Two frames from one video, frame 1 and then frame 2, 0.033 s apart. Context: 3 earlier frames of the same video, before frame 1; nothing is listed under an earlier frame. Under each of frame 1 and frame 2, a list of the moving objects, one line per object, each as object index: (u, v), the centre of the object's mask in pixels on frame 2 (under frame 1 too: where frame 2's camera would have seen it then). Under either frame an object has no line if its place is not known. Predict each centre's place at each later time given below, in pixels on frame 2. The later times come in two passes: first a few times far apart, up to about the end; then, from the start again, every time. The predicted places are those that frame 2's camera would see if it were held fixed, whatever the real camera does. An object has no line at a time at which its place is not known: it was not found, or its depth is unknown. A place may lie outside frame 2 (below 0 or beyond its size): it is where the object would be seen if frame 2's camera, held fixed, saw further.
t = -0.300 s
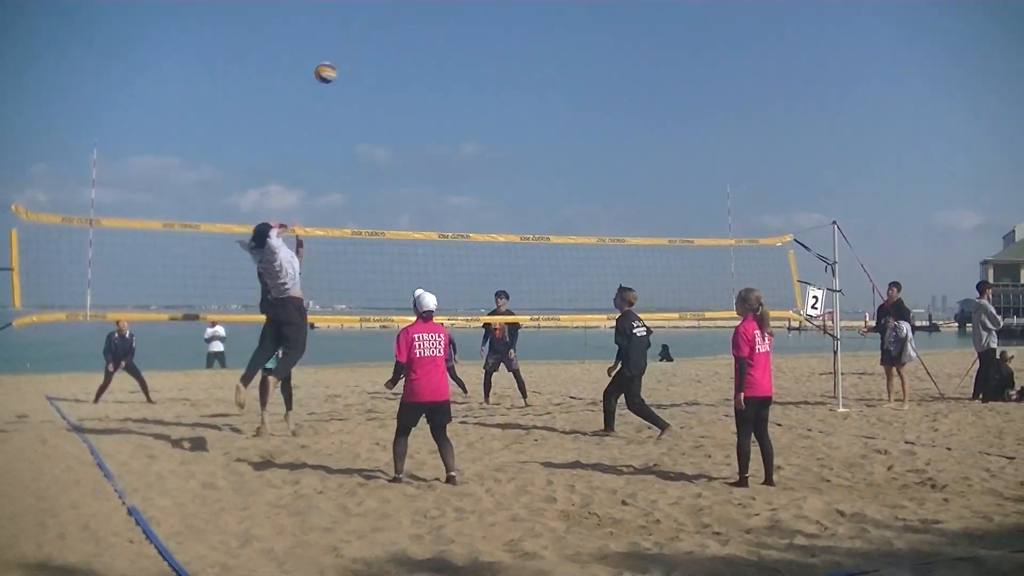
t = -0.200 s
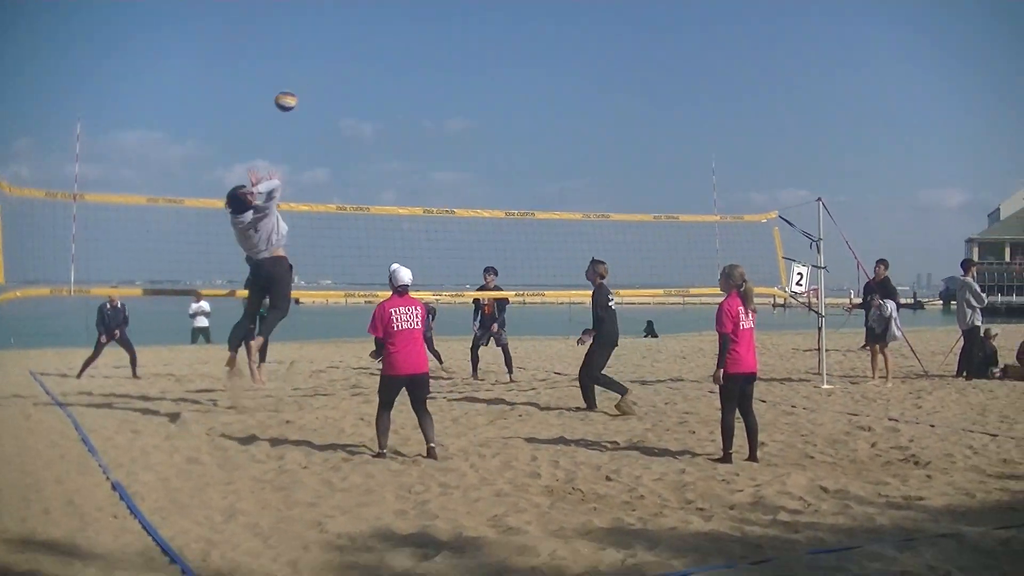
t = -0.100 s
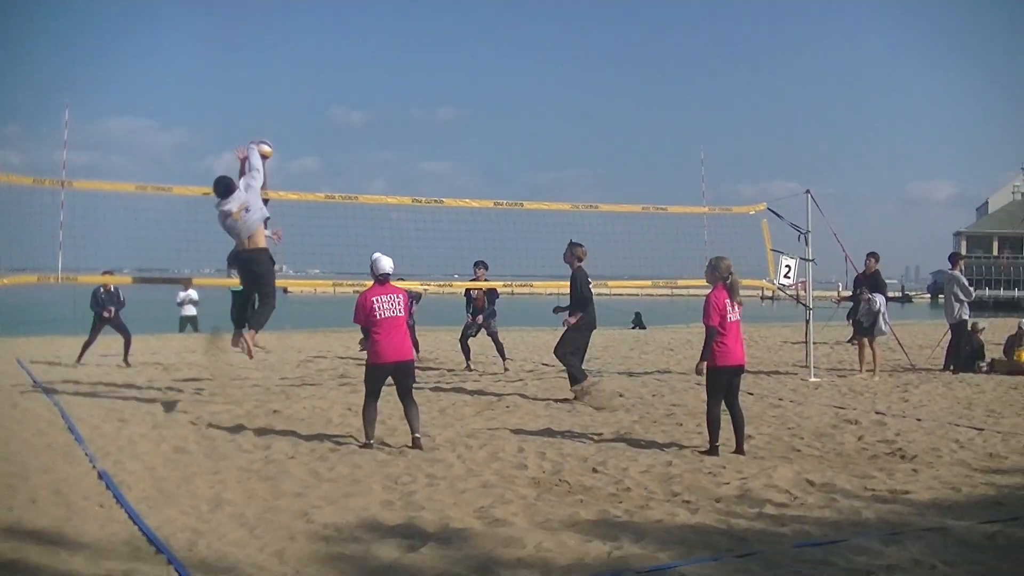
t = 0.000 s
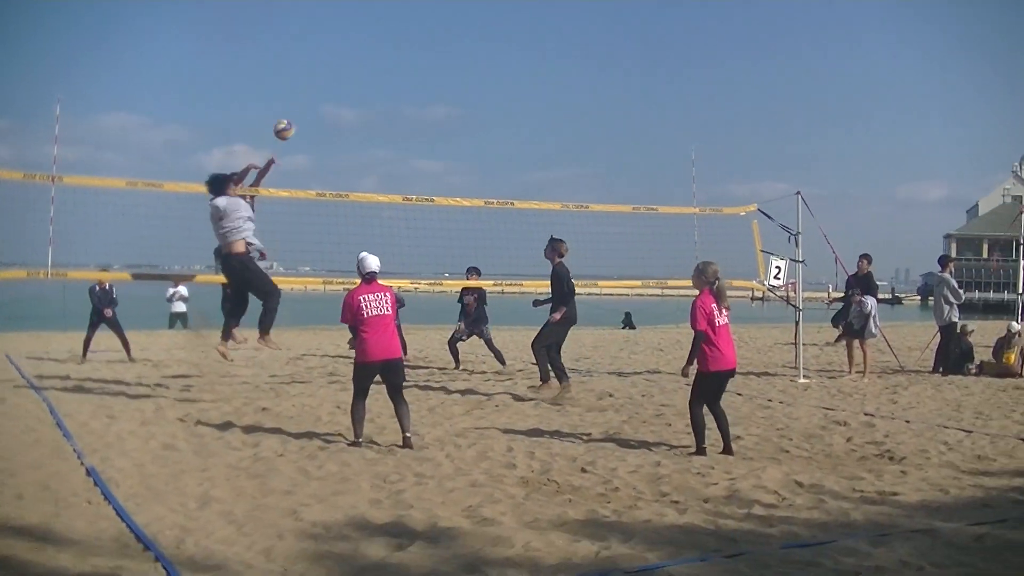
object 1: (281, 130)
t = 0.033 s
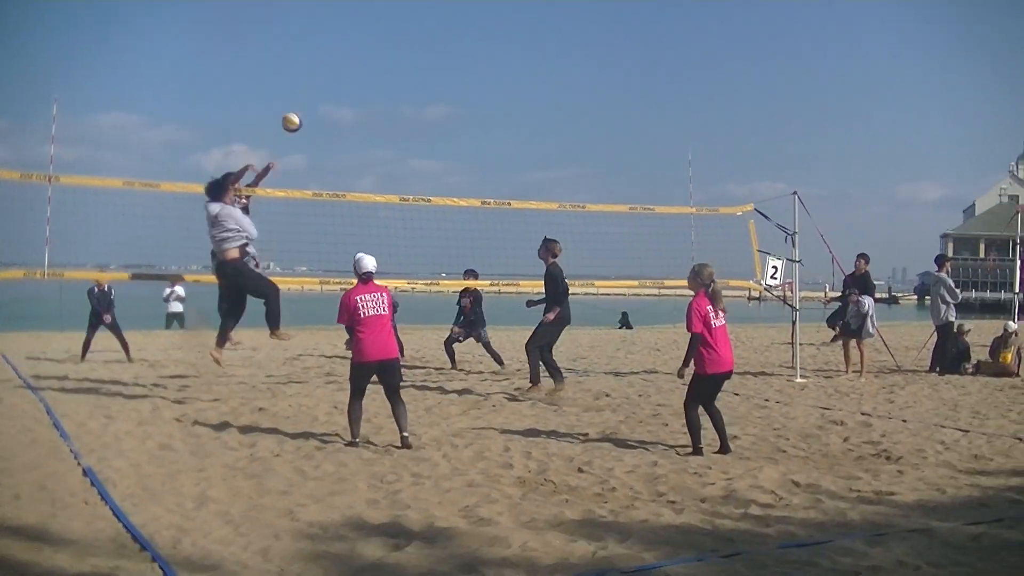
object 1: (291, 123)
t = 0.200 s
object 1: (347, 97)
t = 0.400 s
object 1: (421, 105)
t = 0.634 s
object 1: (514, 171)
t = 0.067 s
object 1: (302, 115)
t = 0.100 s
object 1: (313, 109)
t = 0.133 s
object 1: (325, 104)
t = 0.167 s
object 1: (336, 101)
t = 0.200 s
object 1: (347, 97)
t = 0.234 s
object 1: (359, 95)
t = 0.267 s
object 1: (371, 95)
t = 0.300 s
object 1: (383, 95)
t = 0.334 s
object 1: (395, 97)
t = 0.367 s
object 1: (408, 100)
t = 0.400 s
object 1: (421, 105)
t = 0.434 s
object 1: (434, 111)
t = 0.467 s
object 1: (447, 117)
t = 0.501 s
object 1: (460, 125)
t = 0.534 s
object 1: (474, 134)
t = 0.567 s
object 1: (487, 145)
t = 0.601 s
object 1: (500, 157)
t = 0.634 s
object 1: (514, 171)
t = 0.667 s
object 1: (528, 186)
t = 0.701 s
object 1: (542, 203)
